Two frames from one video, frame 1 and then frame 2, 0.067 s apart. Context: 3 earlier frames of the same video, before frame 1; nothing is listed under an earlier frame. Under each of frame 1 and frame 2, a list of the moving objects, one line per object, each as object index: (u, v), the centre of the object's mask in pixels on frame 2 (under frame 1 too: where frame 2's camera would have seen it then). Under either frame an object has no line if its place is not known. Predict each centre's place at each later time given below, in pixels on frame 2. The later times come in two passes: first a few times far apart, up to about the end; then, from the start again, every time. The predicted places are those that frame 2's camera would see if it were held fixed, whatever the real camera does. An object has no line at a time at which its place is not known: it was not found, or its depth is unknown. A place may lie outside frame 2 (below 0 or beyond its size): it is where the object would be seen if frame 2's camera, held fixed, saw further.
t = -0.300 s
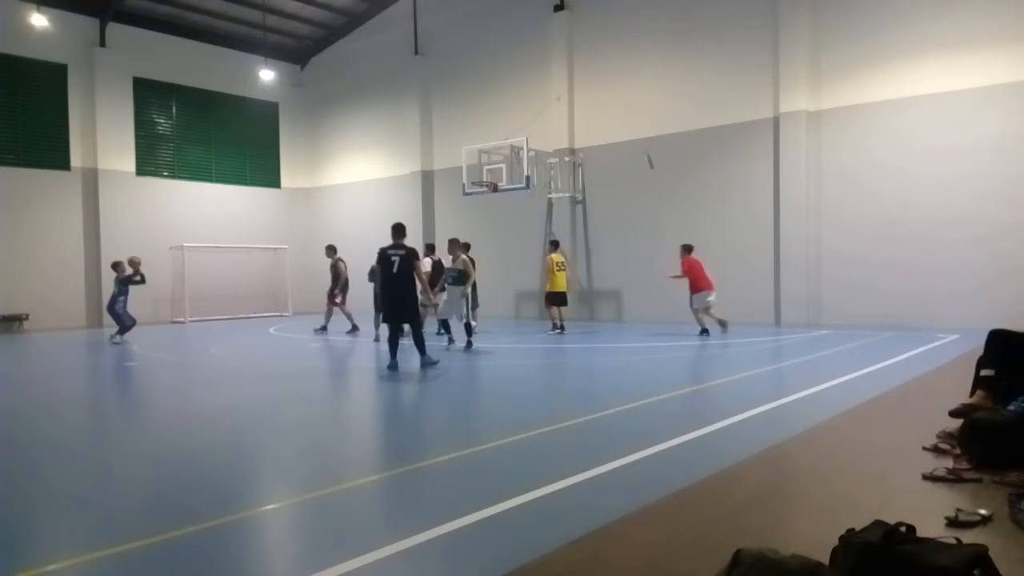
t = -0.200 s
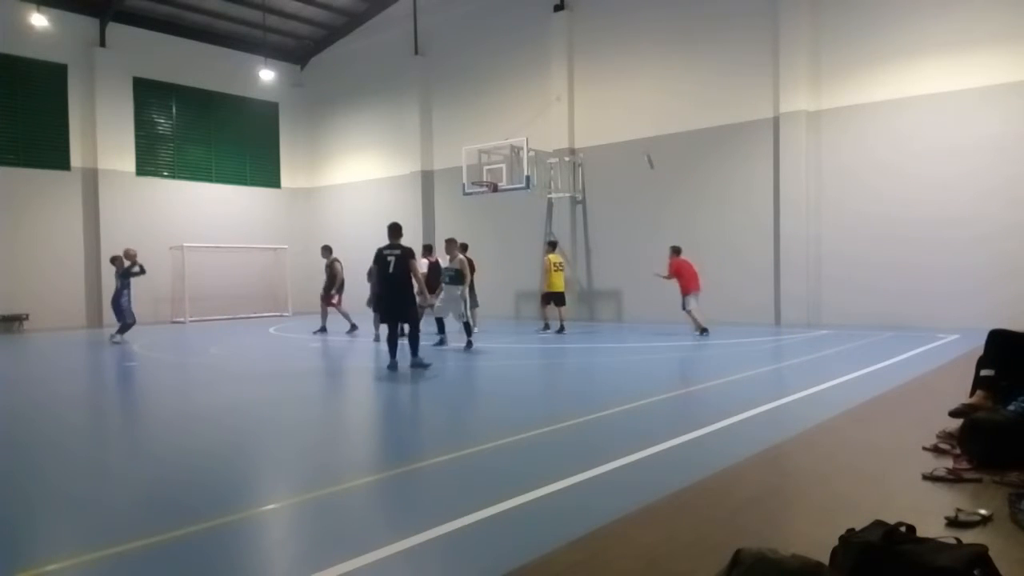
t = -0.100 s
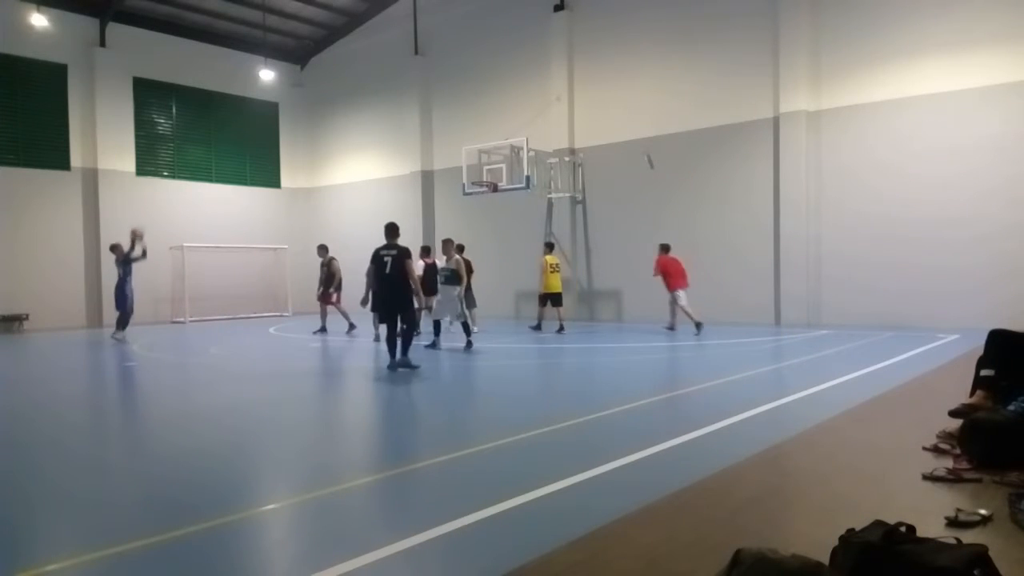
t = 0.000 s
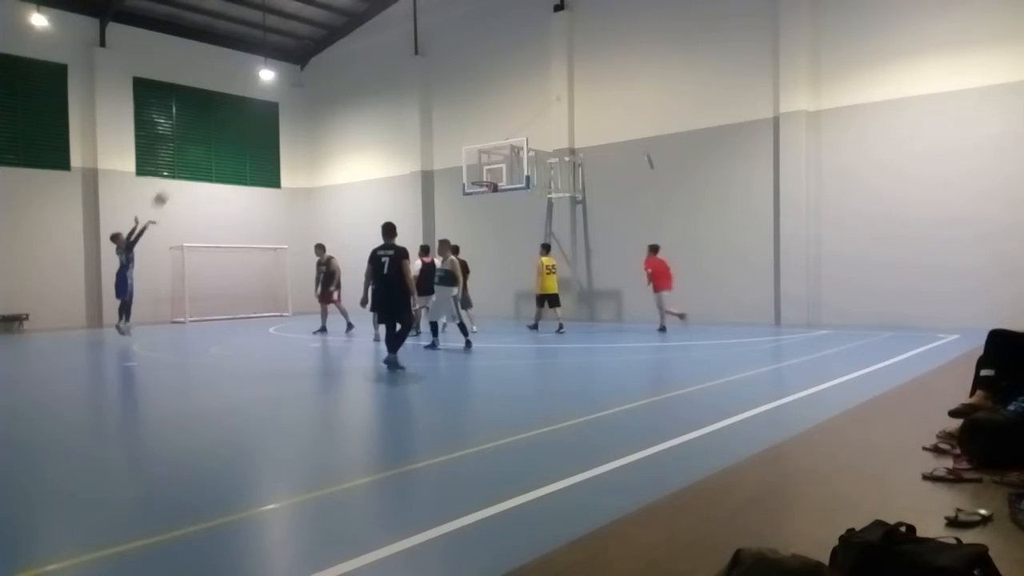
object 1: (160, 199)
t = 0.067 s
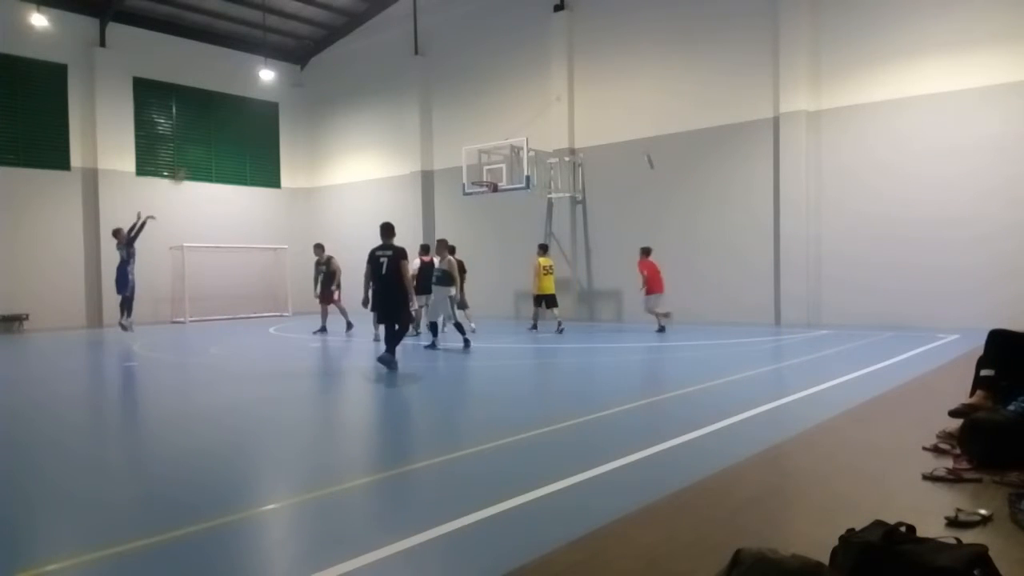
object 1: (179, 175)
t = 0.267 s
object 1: (231, 124)
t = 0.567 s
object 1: (305, 90)
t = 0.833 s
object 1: (367, 97)
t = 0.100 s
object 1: (189, 164)
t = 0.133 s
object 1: (198, 155)
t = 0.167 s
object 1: (207, 147)
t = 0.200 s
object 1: (215, 139)
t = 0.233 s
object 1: (223, 131)
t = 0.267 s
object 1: (231, 124)
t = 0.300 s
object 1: (240, 118)
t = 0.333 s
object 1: (248, 112)
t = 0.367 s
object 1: (256, 107)
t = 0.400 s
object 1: (264, 103)
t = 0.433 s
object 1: (274, 99)
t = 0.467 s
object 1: (282, 97)
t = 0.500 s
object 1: (289, 94)
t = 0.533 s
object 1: (297, 92)
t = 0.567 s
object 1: (305, 90)
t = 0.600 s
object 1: (313, 89)
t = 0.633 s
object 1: (321, 89)
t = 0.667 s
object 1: (328, 88)
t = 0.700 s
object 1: (337, 89)
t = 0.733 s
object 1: (345, 90)
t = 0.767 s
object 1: (352, 92)
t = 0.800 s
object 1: (359, 94)
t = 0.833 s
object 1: (367, 97)
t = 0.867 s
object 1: (374, 100)
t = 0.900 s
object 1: (382, 104)
